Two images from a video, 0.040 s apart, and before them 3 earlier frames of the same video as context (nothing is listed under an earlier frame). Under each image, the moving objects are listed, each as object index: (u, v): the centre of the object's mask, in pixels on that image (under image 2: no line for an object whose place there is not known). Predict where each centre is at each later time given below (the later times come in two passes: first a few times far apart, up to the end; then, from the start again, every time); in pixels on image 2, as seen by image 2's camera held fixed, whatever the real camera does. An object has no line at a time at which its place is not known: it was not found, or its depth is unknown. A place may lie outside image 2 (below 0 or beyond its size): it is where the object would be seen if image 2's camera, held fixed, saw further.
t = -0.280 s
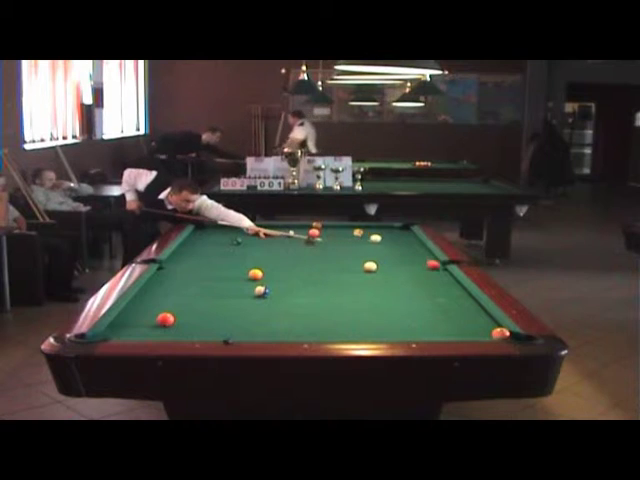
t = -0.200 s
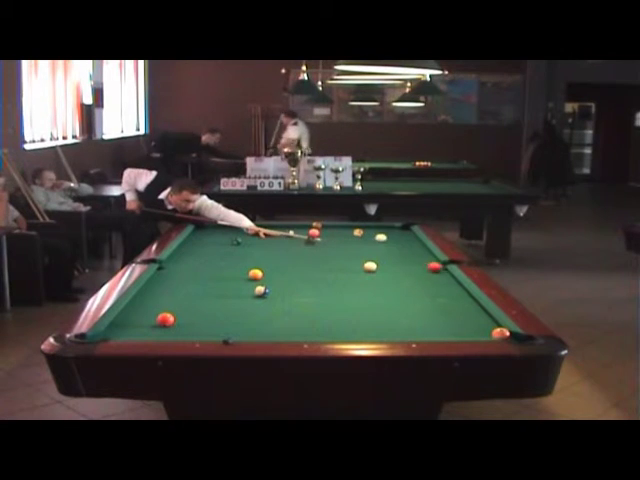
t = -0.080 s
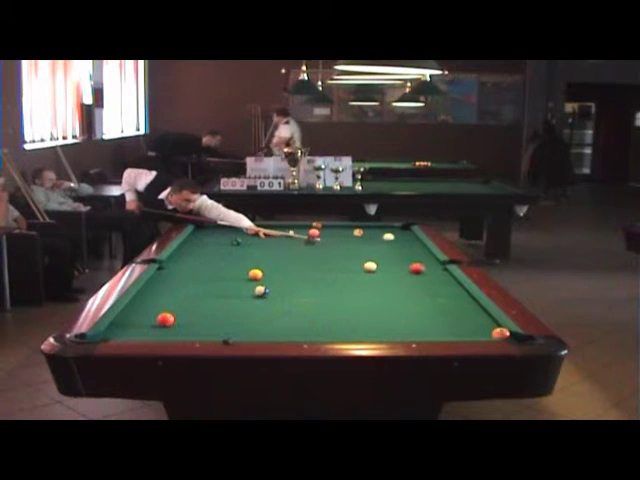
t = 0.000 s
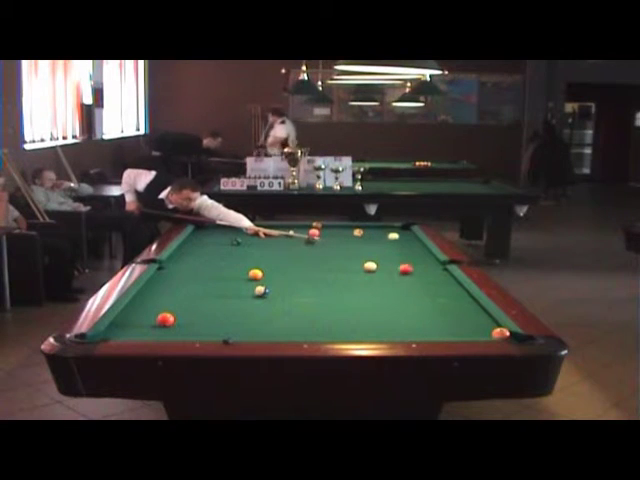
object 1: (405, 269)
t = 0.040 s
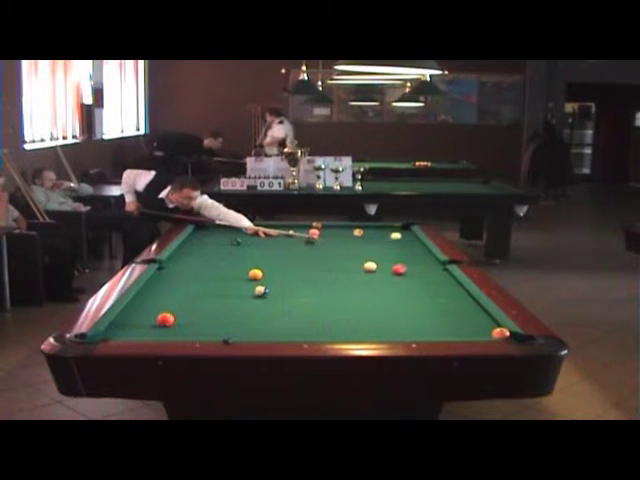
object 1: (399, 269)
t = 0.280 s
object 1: (363, 272)
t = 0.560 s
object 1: (323, 275)
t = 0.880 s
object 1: (276, 278)
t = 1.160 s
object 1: (236, 281)
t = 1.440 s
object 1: (197, 284)
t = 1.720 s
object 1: (160, 286)
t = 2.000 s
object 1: (159, 288)
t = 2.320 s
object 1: (180, 289)
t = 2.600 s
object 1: (195, 290)
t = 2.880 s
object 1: (208, 291)
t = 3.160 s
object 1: (221, 291)
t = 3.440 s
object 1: (230, 292)
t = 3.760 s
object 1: (239, 292)
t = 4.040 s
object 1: (245, 293)
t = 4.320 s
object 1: (248, 293)
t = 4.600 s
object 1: (248, 293)
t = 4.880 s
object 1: (248, 293)
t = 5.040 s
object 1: (248, 293)
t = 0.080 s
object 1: (393, 269)
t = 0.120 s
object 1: (387, 270)
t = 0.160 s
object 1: (381, 271)
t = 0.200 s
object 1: (376, 271)
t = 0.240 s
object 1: (370, 272)
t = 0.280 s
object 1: (363, 272)
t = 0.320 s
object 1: (357, 272)
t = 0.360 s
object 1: (352, 273)
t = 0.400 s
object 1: (345, 273)
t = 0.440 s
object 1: (340, 274)
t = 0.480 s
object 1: (334, 274)
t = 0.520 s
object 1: (328, 274)
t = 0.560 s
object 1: (323, 275)
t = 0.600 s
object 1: (317, 275)
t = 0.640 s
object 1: (311, 275)
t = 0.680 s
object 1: (305, 276)
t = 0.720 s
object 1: (300, 277)
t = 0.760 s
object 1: (293, 277)
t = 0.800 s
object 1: (288, 277)
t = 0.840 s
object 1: (282, 278)
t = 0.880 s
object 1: (276, 278)
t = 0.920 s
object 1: (271, 279)
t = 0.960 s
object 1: (266, 279)
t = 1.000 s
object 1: (260, 280)
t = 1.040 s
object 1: (253, 280)
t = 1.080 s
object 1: (248, 281)
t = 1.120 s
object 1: (241, 281)
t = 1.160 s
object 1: (236, 281)
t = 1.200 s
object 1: (231, 282)
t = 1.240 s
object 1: (225, 282)
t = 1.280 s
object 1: (220, 283)
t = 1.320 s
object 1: (214, 283)
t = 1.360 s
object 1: (209, 283)
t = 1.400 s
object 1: (203, 283)
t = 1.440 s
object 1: (197, 284)
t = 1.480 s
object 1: (192, 284)
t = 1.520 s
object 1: (186, 285)
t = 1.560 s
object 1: (182, 285)
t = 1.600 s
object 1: (176, 285)
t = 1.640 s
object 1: (171, 286)
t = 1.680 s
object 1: (165, 286)
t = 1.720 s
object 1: (160, 286)
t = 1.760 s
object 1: (155, 287)
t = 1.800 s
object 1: (150, 287)
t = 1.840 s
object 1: (149, 287)
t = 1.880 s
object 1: (151, 287)
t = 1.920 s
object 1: (154, 288)
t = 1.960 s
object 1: (157, 288)
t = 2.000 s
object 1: (159, 288)
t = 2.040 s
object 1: (162, 288)
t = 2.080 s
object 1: (164, 288)
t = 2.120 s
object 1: (167, 288)
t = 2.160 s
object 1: (170, 288)
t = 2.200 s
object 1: (172, 289)
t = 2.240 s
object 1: (175, 289)
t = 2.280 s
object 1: (177, 289)
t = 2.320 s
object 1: (180, 289)
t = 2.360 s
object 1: (181, 289)
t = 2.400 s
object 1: (184, 289)
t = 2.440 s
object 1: (186, 289)
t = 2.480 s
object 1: (188, 290)
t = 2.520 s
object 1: (190, 290)
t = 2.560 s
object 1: (193, 290)
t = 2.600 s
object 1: (195, 290)
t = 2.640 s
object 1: (197, 290)
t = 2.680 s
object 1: (199, 290)
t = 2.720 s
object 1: (202, 290)
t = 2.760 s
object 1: (203, 290)
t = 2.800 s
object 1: (205, 291)
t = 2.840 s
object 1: (206, 291)
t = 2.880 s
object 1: (208, 291)
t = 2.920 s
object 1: (210, 291)
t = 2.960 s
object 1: (212, 291)
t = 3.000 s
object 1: (214, 291)
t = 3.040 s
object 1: (216, 291)
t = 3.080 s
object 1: (217, 291)
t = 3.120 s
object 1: (219, 291)
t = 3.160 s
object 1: (221, 291)
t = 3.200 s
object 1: (222, 291)
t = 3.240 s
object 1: (223, 292)
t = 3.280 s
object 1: (225, 292)
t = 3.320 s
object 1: (226, 292)
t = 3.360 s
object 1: (228, 292)
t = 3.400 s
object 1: (229, 292)
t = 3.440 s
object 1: (230, 292)
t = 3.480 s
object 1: (231, 292)
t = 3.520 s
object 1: (233, 292)
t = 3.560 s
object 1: (234, 292)
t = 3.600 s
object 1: (235, 292)
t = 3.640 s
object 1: (236, 292)
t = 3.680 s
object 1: (237, 292)
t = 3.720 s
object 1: (238, 292)
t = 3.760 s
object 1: (239, 292)
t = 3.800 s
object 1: (240, 292)
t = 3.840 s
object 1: (241, 293)
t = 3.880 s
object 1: (242, 293)
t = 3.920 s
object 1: (243, 293)
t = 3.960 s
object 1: (244, 293)
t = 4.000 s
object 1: (245, 293)
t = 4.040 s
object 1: (245, 293)
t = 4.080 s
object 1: (246, 293)
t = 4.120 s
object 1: (246, 293)
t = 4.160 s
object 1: (247, 293)
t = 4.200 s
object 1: (247, 293)
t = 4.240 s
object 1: (248, 293)
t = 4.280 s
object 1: (248, 292)
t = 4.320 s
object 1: (248, 293)
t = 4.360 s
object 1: (248, 293)
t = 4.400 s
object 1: (248, 293)
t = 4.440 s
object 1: (248, 293)
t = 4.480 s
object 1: (248, 293)
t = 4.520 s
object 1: (248, 293)
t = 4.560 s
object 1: (248, 293)
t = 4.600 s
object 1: (248, 293)
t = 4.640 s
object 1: (248, 293)
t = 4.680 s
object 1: (248, 293)
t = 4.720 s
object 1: (248, 293)
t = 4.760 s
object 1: (248, 293)
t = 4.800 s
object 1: (248, 293)
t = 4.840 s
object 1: (248, 293)
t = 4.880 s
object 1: (248, 293)
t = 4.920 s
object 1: (248, 293)
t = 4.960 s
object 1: (248, 293)
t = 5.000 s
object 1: (248, 293)
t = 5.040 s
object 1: (248, 293)
